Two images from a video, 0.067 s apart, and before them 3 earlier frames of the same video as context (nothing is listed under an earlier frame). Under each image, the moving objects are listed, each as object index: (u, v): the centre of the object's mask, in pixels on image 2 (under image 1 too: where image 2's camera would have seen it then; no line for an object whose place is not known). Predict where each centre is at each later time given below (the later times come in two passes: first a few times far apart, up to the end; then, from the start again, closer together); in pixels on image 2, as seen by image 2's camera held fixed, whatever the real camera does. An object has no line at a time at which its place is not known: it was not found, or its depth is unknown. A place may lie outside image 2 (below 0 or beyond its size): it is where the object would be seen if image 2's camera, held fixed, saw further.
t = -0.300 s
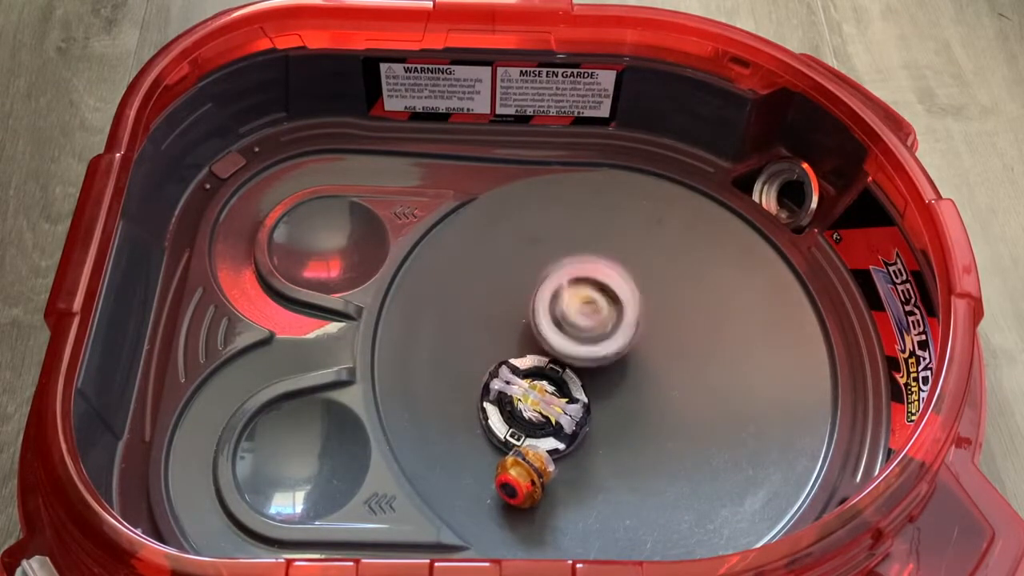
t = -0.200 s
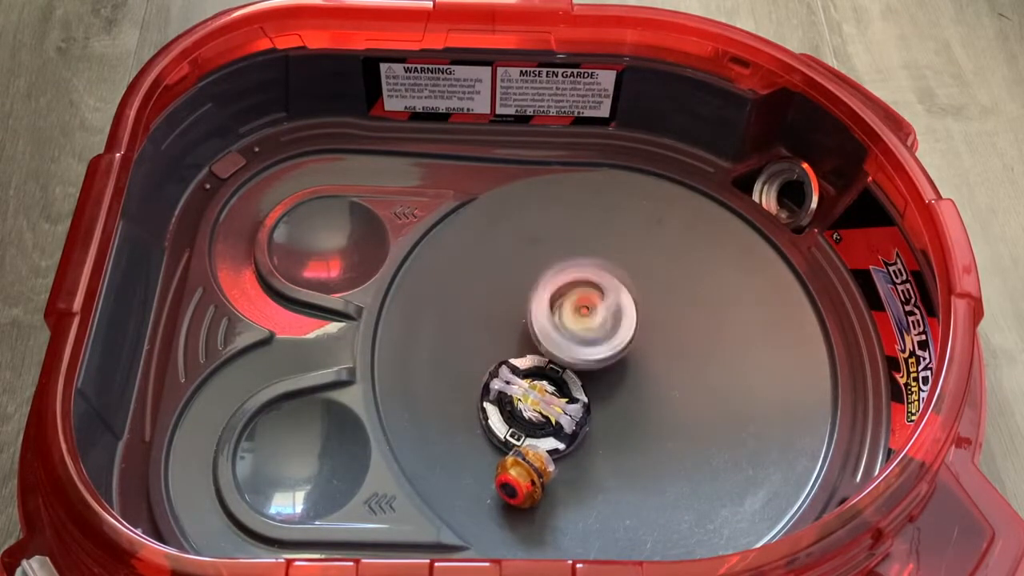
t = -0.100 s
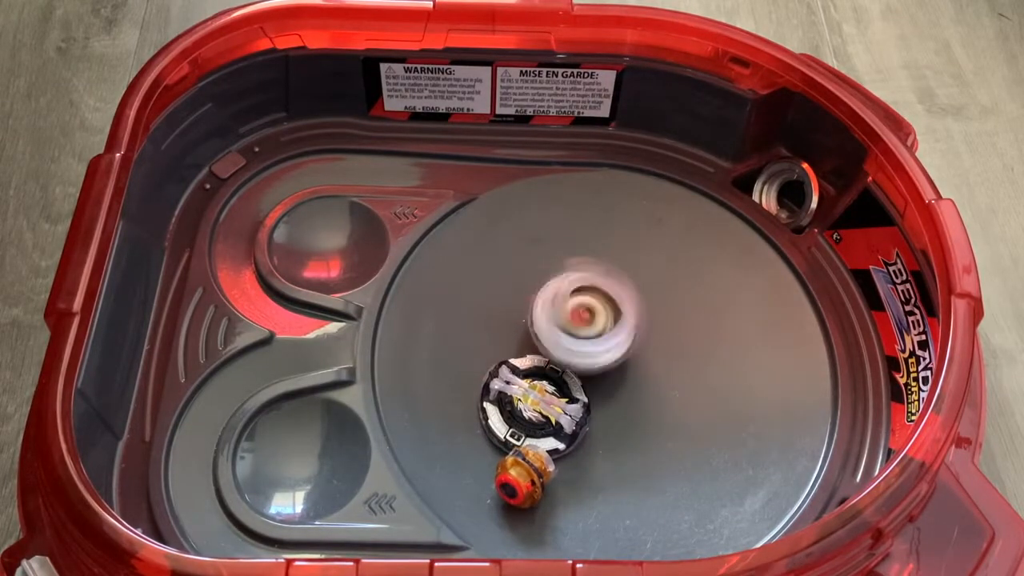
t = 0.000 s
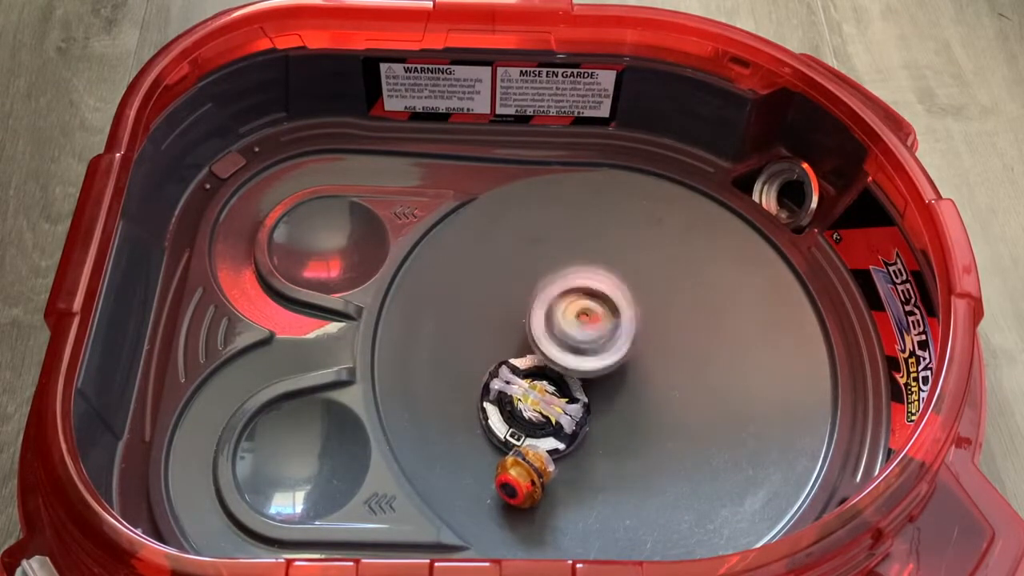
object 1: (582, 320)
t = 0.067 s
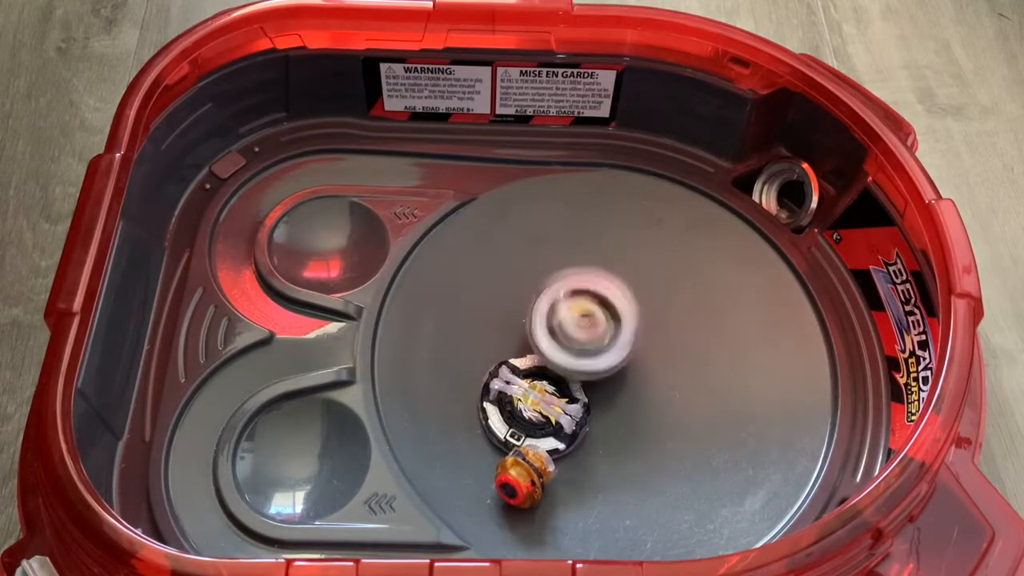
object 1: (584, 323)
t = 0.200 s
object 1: (586, 329)
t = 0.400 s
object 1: (598, 333)
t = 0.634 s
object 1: (609, 330)
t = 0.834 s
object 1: (616, 330)
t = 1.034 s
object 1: (613, 328)
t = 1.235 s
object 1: (602, 331)
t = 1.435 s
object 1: (593, 333)
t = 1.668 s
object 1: (585, 329)
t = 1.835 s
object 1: (587, 326)
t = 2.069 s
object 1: (586, 327)
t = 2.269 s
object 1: (592, 330)
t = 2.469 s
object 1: (594, 340)
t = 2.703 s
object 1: (600, 343)
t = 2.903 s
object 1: (603, 341)
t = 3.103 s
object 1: (605, 338)
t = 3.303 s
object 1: (608, 334)
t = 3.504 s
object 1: (602, 327)
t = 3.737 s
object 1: (594, 321)
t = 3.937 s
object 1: (587, 323)
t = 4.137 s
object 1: (581, 332)
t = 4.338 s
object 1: (597, 334)
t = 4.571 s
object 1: (615, 335)
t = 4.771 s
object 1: (618, 331)
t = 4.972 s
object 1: (613, 330)
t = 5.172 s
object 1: (601, 331)
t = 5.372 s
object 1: (589, 334)
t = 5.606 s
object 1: (579, 332)
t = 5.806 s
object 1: (582, 328)
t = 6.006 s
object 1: (592, 329)
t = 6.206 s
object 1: (602, 334)
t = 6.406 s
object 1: (610, 330)
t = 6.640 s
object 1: (611, 331)
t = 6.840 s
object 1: (607, 332)
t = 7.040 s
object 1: (598, 331)
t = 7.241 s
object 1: (590, 332)
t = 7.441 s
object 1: (573, 332)
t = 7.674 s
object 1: (581, 327)
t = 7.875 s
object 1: (589, 327)
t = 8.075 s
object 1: (597, 328)
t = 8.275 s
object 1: (613, 333)
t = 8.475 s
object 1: (619, 337)
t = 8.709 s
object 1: (616, 344)
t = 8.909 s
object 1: (607, 350)
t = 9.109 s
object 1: (592, 351)
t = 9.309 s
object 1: (587, 344)
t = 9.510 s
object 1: (583, 336)
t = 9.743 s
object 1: (583, 325)
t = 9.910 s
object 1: (584, 328)
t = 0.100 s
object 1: (582, 323)
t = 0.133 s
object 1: (583, 324)
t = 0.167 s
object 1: (583, 327)
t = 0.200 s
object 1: (586, 329)
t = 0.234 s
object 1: (587, 329)
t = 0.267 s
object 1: (591, 329)
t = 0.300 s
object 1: (590, 328)
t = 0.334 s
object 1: (592, 330)
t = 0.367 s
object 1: (594, 330)
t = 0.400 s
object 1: (598, 333)
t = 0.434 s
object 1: (598, 330)
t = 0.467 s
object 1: (599, 330)
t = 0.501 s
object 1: (602, 331)
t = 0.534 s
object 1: (603, 335)
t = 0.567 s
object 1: (607, 331)
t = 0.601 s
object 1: (607, 330)
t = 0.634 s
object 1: (609, 330)
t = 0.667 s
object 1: (610, 333)
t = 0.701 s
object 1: (614, 332)
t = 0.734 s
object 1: (614, 330)
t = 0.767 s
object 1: (615, 328)
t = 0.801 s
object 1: (613, 330)
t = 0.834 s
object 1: (616, 330)
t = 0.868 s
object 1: (616, 329)
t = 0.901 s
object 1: (617, 328)
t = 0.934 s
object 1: (612, 328)
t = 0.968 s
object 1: (614, 329)
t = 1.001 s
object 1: (612, 329)
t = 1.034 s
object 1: (613, 328)
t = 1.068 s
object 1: (608, 327)
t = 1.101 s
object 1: (609, 330)
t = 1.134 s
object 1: (607, 330)
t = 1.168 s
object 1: (607, 330)
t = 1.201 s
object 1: (602, 328)
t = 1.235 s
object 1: (602, 331)
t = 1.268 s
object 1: (601, 331)
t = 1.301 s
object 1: (601, 332)
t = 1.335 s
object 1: (596, 330)
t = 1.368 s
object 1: (595, 333)
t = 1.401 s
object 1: (595, 333)
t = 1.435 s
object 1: (593, 333)
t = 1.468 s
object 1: (589, 330)
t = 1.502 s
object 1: (587, 334)
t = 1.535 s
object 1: (587, 334)
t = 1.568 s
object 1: (587, 333)
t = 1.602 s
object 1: (585, 328)
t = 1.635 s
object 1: (585, 329)
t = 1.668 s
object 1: (585, 329)
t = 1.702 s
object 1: (587, 329)
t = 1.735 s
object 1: (586, 326)
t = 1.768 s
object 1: (586, 325)
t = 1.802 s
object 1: (584, 325)
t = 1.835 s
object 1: (587, 326)
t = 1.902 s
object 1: (586, 324)
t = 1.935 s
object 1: (585, 325)
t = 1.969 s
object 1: (588, 327)
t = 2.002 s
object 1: (587, 325)
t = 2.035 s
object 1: (588, 326)
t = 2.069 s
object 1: (586, 327)
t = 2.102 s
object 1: (589, 329)
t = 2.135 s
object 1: (589, 328)
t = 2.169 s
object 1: (590, 328)
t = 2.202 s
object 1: (587, 331)
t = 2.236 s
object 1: (592, 331)
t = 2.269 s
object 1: (592, 330)
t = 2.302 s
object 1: (593, 331)
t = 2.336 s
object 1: (591, 334)
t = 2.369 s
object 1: (595, 335)
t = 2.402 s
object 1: (594, 334)
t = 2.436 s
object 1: (595, 337)
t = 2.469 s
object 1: (594, 340)
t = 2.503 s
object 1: (597, 339)
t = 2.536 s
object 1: (595, 338)
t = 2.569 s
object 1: (596, 341)
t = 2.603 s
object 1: (596, 343)
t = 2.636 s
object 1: (599, 341)
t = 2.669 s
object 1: (598, 342)
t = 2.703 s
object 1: (600, 343)
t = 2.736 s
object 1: (603, 345)
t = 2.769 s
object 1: (601, 341)
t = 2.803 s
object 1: (602, 344)
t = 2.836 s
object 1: (603, 343)
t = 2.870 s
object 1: (606, 342)
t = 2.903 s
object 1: (603, 341)
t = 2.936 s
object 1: (605, 342)
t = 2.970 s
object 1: (606, 341)
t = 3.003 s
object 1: (606, 339)
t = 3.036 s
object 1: (603, 341)
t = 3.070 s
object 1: (607, 340)
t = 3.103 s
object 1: (605, 338)
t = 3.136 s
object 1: (605, 338)
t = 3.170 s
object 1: (606, 340)
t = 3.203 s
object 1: (607, 336)
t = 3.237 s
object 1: (606, 335)
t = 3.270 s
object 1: (605, 334)
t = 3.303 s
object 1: (608, 334)
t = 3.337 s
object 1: (605, 331)
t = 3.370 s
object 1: (605, 331)
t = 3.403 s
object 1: (604, 330)
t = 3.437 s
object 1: (605, 326)
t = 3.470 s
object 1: (601, 327)
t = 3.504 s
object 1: (602, 327)
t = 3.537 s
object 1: (600, 325)
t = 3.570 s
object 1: (599, 322)
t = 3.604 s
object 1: (598, 324)
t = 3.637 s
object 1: (598, 323)
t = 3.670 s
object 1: (598, 321)
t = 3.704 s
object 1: (592, 320)
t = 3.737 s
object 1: (594, 321)
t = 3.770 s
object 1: (592, 319)
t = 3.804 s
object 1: (590, 320)
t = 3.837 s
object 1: (587, 322)
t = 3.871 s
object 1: (590, 320)
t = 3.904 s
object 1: (586, 322)
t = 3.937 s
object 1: (587, 323)
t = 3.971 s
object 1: (588, 324)
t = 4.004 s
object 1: (583, 323)
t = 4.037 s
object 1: (587, 326)
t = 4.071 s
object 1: (585, 325)
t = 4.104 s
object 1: (584, 328)
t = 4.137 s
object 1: (581, 332)
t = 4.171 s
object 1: (587, 330)
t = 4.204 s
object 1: (586, 331)
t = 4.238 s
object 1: (590, 333)
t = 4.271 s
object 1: (595, 334)
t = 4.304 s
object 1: (591, 332)
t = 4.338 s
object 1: (597, 334)
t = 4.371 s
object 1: (598, 332)
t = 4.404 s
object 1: (601, 334)
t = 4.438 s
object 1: (602, 337)
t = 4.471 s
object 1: (606, 334)
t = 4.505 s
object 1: (608, 335)
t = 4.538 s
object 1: (610, 335)
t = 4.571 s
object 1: (615, 335)
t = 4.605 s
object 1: (612, 334)
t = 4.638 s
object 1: (617, 335)
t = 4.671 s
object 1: (616, 333)
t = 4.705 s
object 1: (617, 333)
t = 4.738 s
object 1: (620, 337)
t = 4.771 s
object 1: (618, 331)
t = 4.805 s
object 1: (619, 333)
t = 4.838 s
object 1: (618, 331)
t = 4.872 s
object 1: (618, 329)
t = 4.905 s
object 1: (614, 334)
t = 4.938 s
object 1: (615, 329)
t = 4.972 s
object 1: (613, 330)
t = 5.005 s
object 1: (612, 330)
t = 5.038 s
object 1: (612, 328)
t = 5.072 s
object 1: (605, 330)
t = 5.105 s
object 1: (607, 330)
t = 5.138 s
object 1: (602, 329)
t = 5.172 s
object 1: (601, 331)
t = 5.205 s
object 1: (602, 331)
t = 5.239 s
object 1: (595, 330)
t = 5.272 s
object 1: (596, 332)
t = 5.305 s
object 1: (590, 330)
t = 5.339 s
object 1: (588, 332)
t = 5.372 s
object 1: (589, 334)
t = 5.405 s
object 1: (583, 331)
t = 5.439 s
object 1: (584, 332)
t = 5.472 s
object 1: (579, 332)
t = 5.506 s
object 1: (577, 332)
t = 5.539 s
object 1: (578, 334)
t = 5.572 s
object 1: (577, 330)
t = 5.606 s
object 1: (579, 332)
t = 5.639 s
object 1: (578, 330)
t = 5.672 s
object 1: (579, 329)
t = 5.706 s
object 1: (579, 332)
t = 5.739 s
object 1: (580, 328)
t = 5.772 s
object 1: (582, 330)
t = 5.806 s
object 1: (582, 328)
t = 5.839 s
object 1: (584, 328)
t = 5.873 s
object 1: (584, 333)
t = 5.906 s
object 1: (586, 328)
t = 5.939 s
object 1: (588, 331)
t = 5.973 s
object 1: (590, 328)
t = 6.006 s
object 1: (592, 329)
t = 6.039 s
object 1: (593, 333)
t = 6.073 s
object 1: (594, 328)
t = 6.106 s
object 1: (597, 330)
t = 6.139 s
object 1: (598, 328)
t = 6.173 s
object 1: (600, 330)
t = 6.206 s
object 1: (602, 334)
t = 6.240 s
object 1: (603, 329)
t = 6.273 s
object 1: (605, 331)
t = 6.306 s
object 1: (606, 330)
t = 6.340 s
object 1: (608, 330)
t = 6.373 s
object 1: (612, 334)
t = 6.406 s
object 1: (610, 330)
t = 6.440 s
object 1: (613, 332)
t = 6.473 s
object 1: (611, 330)
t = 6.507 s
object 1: (612, 331)
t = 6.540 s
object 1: (617, 333)
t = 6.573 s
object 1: (612, 330)
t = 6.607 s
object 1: (615, 332)
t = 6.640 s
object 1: (611, 331)
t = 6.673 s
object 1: (612, 332)
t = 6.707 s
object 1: (614, 331)
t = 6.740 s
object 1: (608, 331)
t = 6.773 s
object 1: (611, 331)
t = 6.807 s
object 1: (608, 331)
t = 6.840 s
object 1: (607, 332)
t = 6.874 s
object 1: (607, 330)
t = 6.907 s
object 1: (601, 334)
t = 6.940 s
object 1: (603, 331)
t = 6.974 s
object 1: (601, 333)
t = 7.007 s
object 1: (600, 332)
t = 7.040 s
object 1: (598, 331)
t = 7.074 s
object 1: (596, 334)
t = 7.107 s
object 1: (594, 330)
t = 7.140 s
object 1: (594, 333)
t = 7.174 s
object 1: (590, 330)
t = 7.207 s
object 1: (588, 330)
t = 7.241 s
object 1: (590, 332)
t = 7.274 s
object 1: (585, 328)
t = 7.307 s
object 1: (585, 331)
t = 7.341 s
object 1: (579, 330)
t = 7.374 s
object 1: (577, 331)
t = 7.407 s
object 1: (580, 330)
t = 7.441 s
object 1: (573, 332)
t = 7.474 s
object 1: (577, 330)
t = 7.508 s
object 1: (577, 330)
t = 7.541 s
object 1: (578, 329)
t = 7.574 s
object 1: (579, 327)
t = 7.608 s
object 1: (578, 331)
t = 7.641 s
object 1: (579, 325)
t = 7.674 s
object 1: (581, 327)
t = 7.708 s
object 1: (581, 324)
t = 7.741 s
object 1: (582, 326)
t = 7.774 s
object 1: (588, 326)
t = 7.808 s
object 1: (583, 325)
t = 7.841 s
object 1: (589, 324)
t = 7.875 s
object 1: (589, 327)
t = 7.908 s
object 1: (592, 324)
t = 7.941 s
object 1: (591, 326)
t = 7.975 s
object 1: (593, 330)
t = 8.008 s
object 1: (592, 326)
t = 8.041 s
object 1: (599, 328)
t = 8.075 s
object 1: (597, 328)
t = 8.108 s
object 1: (602, 331)
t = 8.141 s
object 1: (607, 330)
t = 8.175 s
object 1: (603, 333)
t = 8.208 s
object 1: (608, 331)
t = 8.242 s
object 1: (611, 336)
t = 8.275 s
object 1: (613, 333)
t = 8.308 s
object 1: (613, 336)
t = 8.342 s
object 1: (617, 337)
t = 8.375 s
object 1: (614, 337)
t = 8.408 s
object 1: (620, 336)
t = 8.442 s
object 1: (616, 340)
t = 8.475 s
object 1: (619, 337)
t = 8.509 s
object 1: (620, 340)
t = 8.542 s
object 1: (618, 340)
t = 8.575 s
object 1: (618, 339)
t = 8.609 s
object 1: (622, 341)
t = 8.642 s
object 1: (614, 342)
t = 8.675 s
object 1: (618, 341)
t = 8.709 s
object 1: (616, 344)
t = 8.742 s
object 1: (614, 343)
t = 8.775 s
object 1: (613, 343)
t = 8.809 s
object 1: (616, 347)
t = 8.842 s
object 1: (608, 346)
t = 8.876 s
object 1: (611, 346)
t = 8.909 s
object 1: (607, 350)
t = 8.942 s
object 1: (606, 346)
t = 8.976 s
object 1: (603, 349)
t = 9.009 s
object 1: (601, 348)
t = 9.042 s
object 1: (596, 347)
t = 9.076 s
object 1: (598, 346)
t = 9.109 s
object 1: (592, 351)
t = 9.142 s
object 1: (595, 347)
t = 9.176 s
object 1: (593, 348)
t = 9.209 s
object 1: (591, 345)
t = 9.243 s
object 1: (590, 343)
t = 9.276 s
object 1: (594, 343)
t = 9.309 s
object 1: (587, 344)
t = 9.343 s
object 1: (591, 339)
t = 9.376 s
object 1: (590, 341)
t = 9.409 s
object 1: (588, 337)
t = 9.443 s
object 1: (587, 336)
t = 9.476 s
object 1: (590, 334)
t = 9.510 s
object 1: (583, 336)
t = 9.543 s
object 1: (585, 330)
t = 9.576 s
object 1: (587, 333)
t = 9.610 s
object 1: (582, 329)
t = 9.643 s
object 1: (585, 330)
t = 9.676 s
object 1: (586, 327)
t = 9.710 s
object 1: (581, 331)
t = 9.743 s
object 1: (583, 325)
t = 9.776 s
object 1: (586, 328)
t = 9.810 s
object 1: (582, 326)
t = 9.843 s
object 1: (585, 328)
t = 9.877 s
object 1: (588, 326)
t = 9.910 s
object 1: (584, 328)
